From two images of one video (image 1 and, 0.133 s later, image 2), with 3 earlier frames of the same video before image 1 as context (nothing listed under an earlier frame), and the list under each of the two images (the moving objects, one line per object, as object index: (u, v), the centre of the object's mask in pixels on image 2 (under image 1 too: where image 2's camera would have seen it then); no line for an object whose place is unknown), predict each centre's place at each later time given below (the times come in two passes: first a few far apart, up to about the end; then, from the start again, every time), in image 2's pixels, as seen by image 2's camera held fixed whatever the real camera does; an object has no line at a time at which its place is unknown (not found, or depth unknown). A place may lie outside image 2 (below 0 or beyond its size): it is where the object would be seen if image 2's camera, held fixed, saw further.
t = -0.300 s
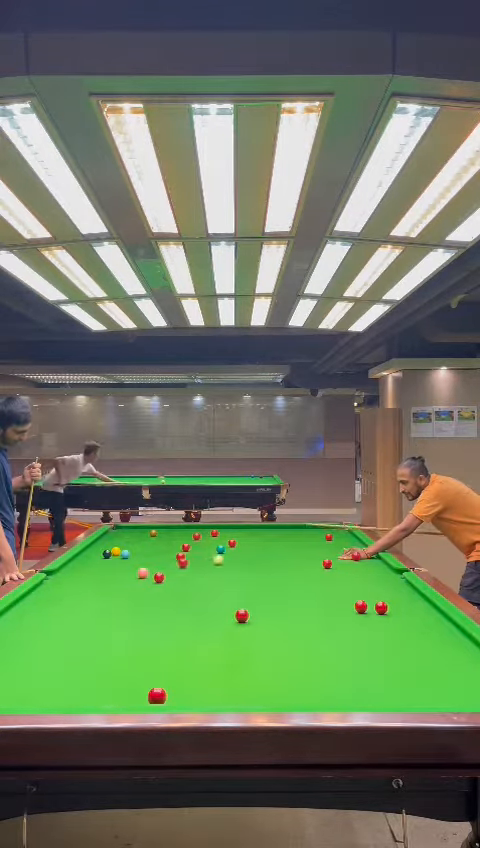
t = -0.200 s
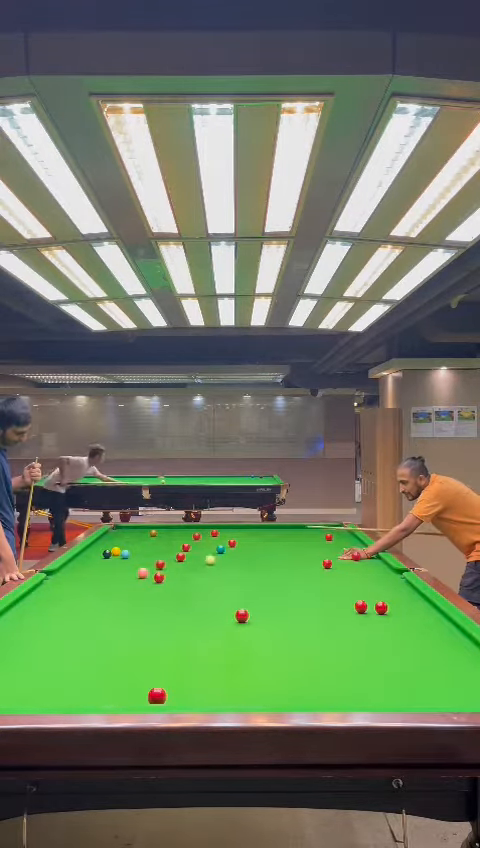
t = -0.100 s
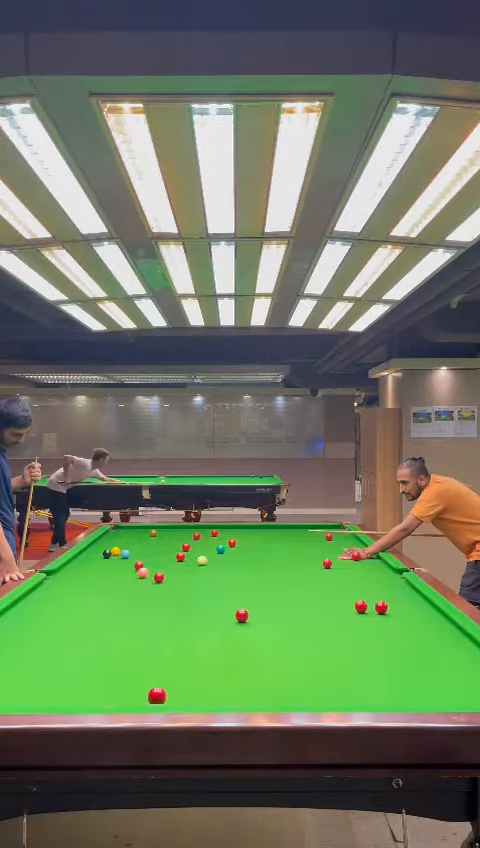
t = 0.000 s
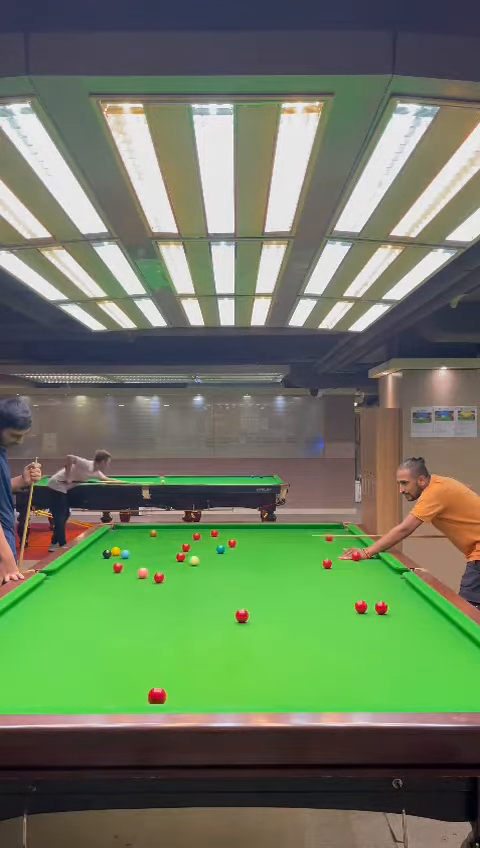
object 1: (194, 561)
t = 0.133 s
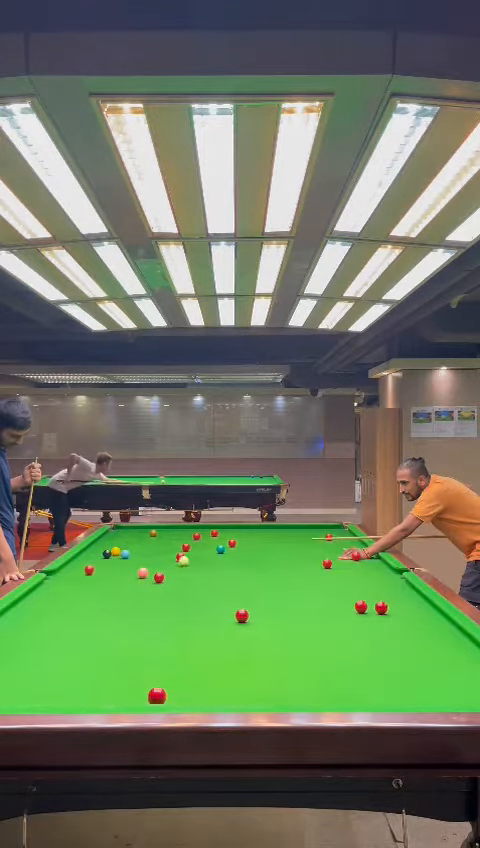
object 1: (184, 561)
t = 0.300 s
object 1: (170, 561)
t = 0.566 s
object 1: (150, 562)
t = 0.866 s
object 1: (130, 562)
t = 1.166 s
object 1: (111, 563)
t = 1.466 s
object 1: (94, 564)
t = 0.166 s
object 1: (181, 561)
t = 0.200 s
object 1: (178, 562)
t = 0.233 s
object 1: (175, 562)
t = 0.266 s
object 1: (172, 561)
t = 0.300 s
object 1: (170, 561)
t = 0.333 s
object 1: (168, 561)
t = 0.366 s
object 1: (166, 561)
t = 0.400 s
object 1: (163, 562)
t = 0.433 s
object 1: (160, 562)
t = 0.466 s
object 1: (159, 562)
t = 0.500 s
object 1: (156, 562)
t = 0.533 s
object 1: (153, 562)
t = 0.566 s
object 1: (150, 562)
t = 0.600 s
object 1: (148, 562)
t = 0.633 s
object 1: (148, 562)
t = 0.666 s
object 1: (144, 562)
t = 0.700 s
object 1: (142, 562)
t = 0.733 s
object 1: (139, 562)
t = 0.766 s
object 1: (137, 563)
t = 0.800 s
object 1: (135, 563)
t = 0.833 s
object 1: (133, 562)
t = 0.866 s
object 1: (130, 562)
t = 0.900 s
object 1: (127, 563)
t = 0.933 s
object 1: (125, 563)
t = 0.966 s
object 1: (124, 563)
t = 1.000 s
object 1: (121, 563)
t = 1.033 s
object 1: (120, 563)
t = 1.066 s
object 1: (118, 563)
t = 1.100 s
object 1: (114, 563)
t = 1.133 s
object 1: (113, 563)
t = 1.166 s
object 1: (111, 563)
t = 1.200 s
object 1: (108, 563)
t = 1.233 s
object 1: (106, 563)
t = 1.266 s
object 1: (105, 564)
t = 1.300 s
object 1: (103, 564)
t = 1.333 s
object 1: (101, 564)
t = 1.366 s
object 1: (99, 564)
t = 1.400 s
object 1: (95, 564)
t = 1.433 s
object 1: (95, 564)
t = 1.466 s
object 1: (94, 564)
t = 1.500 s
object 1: (91, 564)
